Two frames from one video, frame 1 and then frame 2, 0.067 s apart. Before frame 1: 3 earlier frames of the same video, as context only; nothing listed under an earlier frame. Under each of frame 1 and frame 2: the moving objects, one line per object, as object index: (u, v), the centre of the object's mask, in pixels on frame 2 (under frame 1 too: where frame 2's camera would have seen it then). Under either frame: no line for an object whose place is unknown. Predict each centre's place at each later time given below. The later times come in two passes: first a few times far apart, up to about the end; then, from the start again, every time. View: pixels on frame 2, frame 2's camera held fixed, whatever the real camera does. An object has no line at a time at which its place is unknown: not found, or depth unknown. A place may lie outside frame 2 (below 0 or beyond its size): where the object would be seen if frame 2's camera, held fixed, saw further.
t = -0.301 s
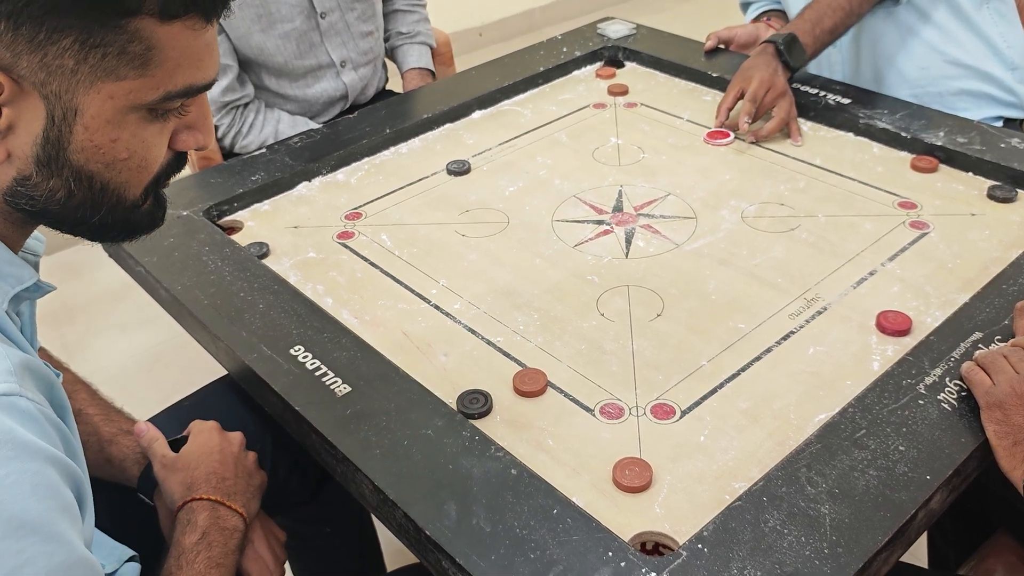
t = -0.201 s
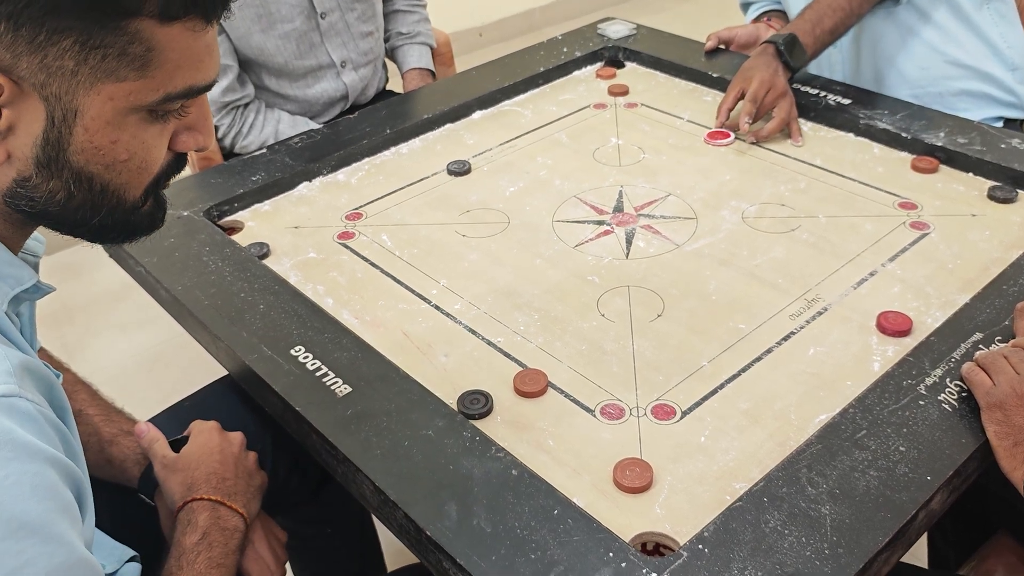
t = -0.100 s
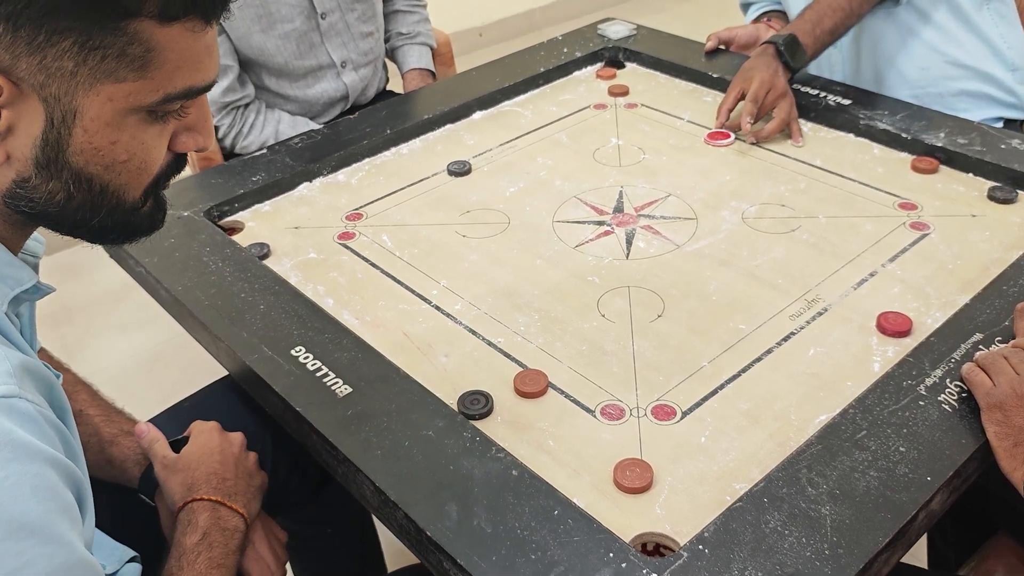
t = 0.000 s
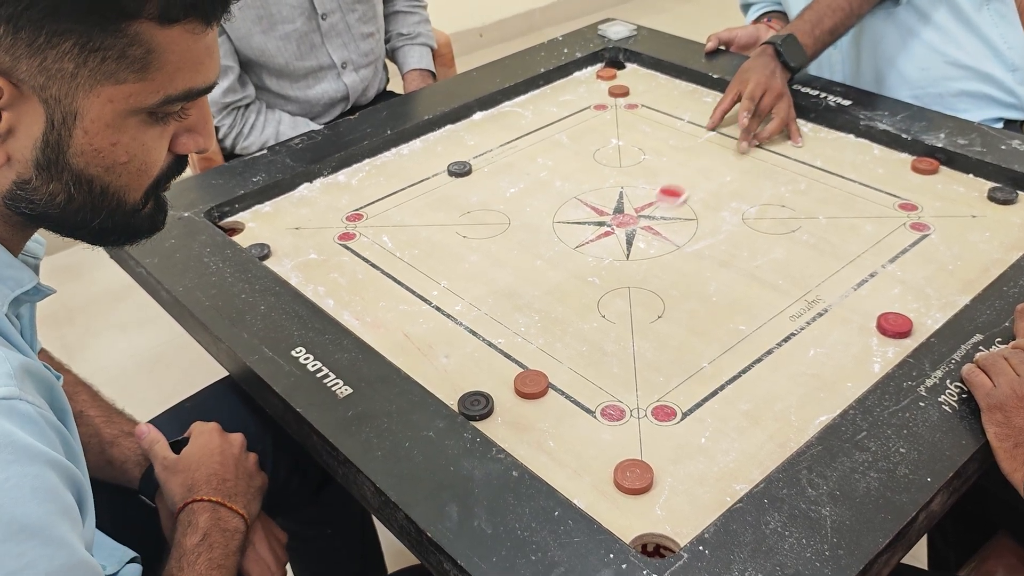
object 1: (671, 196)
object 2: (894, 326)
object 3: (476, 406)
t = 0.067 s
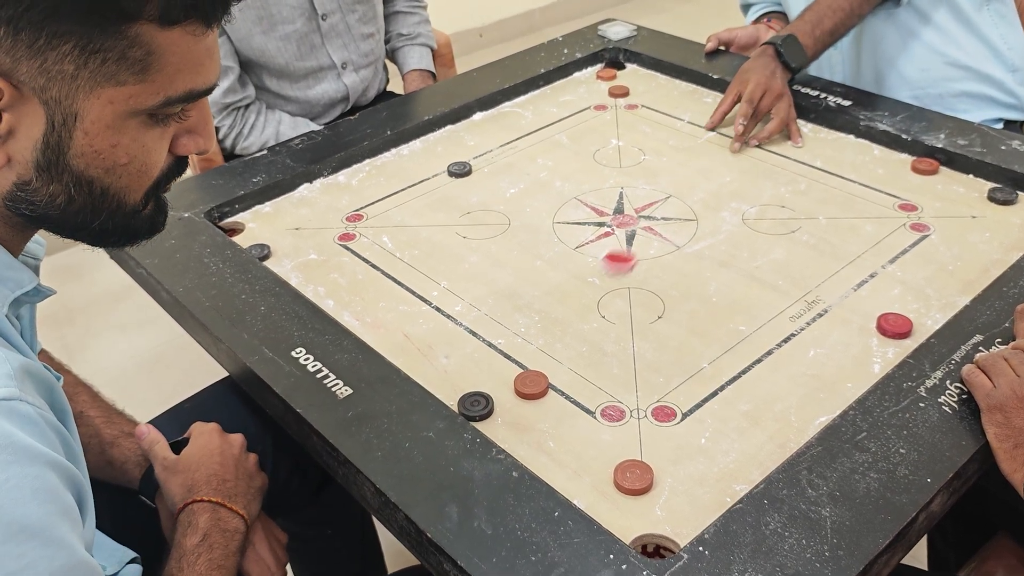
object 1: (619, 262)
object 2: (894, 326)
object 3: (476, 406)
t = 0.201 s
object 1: (501, 382)
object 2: (894, 326)
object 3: (476, 406)
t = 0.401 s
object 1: (489, 372)
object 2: (894, 326)
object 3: (498, 407)
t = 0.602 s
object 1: (489, 372)
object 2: (950, 285)
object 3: (499, 407)
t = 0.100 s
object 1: (587, 299)
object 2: (894, 326)
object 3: (476, 406)
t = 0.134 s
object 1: (554, 339)
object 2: (894, 326)
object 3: (476, 406)
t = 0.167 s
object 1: (525, 367)
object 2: (894, 326)
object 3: (476, 406)
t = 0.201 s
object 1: (501, 382)
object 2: (894, 326)
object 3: (476, 406)
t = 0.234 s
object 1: (490, 386)
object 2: (894, 326)
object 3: (472, 411)
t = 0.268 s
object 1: (490, 381)
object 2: (894, 326)
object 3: (478, 412)
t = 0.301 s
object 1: (489, 377)
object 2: (894, 326)
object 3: (485, 410)
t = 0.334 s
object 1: (489, 375)
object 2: (894, 326)
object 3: (492, 408)
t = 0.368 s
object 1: (489, 373)
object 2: (894, 326)
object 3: (497, 407)
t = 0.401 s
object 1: (489, 372)
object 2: (894, 326)
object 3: (498, 407)
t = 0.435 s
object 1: (489, 372)
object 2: (894, 326)
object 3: (499, 407)
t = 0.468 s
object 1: (489, 372)
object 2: (904, 317)
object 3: (499, 407)
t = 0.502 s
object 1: (489, 372)
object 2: (917, 309)
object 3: (499, 407)
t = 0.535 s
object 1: (489, 372)
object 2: (930, 300)
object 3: (499, 407)
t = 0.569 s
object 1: (489, 372)
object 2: (941, 292)
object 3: (499, 407)
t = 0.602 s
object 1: (489, 372)
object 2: (950, 285)
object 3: (499, 407)
